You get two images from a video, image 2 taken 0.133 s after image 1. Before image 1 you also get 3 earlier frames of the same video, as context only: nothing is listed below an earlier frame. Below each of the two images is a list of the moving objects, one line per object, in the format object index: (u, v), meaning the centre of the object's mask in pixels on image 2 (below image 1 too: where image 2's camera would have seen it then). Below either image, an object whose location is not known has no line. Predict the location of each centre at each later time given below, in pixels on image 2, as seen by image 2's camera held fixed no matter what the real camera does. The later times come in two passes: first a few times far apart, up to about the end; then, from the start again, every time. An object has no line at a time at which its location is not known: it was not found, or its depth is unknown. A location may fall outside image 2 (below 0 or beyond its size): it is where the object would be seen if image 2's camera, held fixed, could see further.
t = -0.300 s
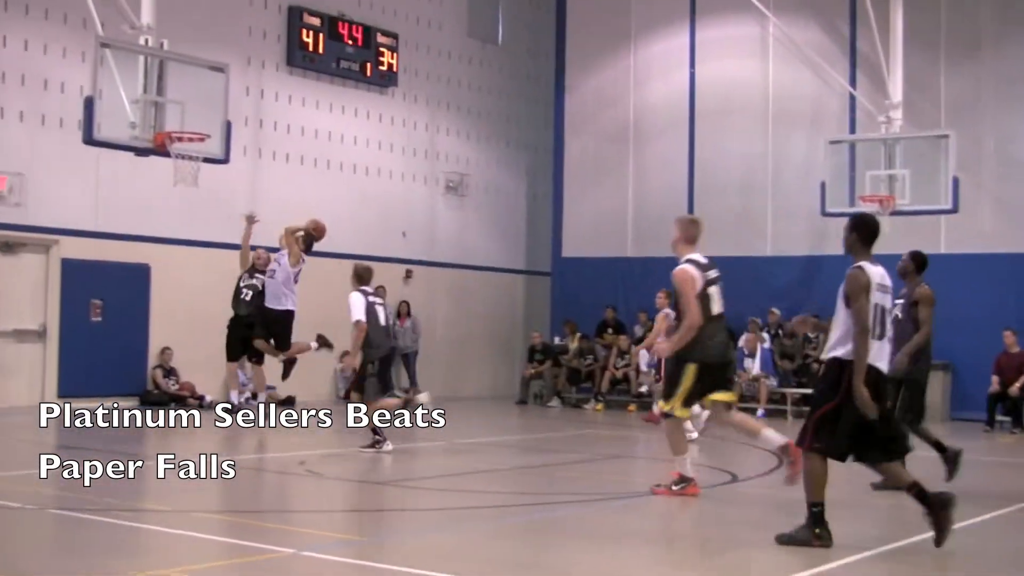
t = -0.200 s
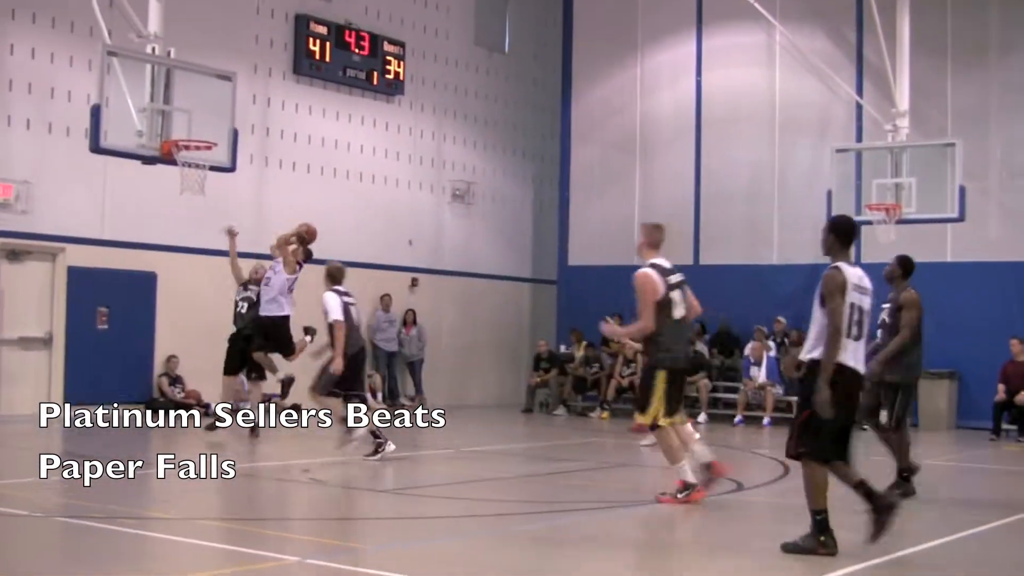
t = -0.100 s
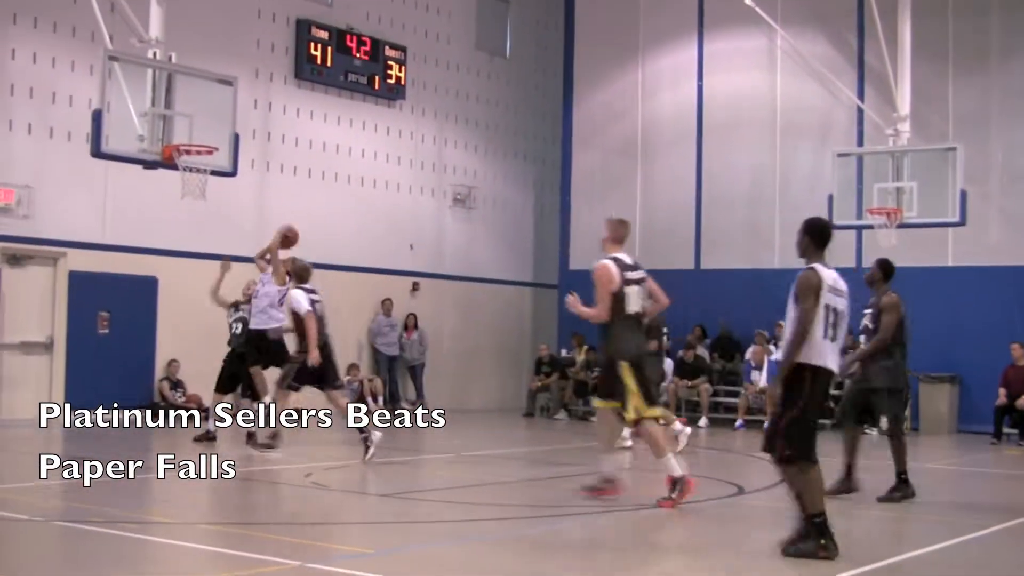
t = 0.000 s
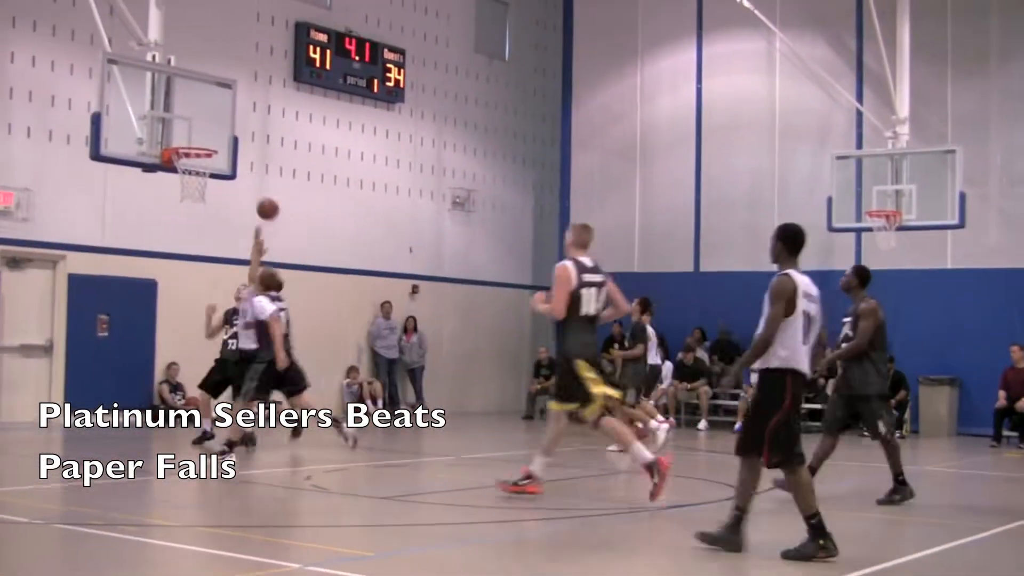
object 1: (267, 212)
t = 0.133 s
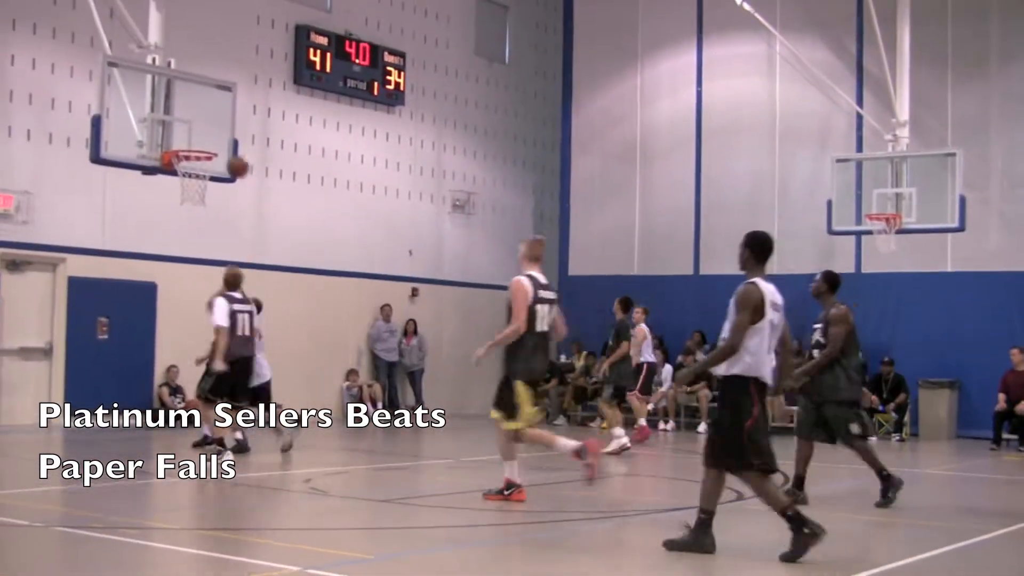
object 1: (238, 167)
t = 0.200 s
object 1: (223, 150)
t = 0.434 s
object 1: (210, 133)
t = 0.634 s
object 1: (206, 141)
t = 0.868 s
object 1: (187, 146)
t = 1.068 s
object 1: (178, 173)
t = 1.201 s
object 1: (185, 191)
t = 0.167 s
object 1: (230, 159)
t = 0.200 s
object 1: (223, 150)
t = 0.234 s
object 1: (215, 143)
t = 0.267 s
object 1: (207, 138)
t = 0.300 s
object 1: (206, 135)
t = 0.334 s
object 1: (207, 133)
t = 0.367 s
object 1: (208, 132)
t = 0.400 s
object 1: (209, 132)
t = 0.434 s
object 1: (210, 133)
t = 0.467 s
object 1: (211, 135)
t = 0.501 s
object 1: (211, 139)
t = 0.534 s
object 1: (212, 142)
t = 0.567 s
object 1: (211, 142)
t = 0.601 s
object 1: (209, 141)
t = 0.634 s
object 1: (206, 141)
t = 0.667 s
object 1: (204, 142)
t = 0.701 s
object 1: (201, 143)
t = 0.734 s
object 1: (199, 143)
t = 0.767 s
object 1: (196, 143)
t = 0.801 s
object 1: (193, 144)
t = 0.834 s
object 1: (190, 144)
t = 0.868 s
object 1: (187, 146)
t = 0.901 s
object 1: (186, 147)
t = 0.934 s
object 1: (185, 157)
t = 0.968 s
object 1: (184, 162)
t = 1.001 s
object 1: (181, 165)
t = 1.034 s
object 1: (180, 170)
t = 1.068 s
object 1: (178, 173)
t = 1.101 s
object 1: (180, 181)
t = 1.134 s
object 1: (181, 183)
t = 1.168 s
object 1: (183, 186)
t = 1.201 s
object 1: (185, 191)
